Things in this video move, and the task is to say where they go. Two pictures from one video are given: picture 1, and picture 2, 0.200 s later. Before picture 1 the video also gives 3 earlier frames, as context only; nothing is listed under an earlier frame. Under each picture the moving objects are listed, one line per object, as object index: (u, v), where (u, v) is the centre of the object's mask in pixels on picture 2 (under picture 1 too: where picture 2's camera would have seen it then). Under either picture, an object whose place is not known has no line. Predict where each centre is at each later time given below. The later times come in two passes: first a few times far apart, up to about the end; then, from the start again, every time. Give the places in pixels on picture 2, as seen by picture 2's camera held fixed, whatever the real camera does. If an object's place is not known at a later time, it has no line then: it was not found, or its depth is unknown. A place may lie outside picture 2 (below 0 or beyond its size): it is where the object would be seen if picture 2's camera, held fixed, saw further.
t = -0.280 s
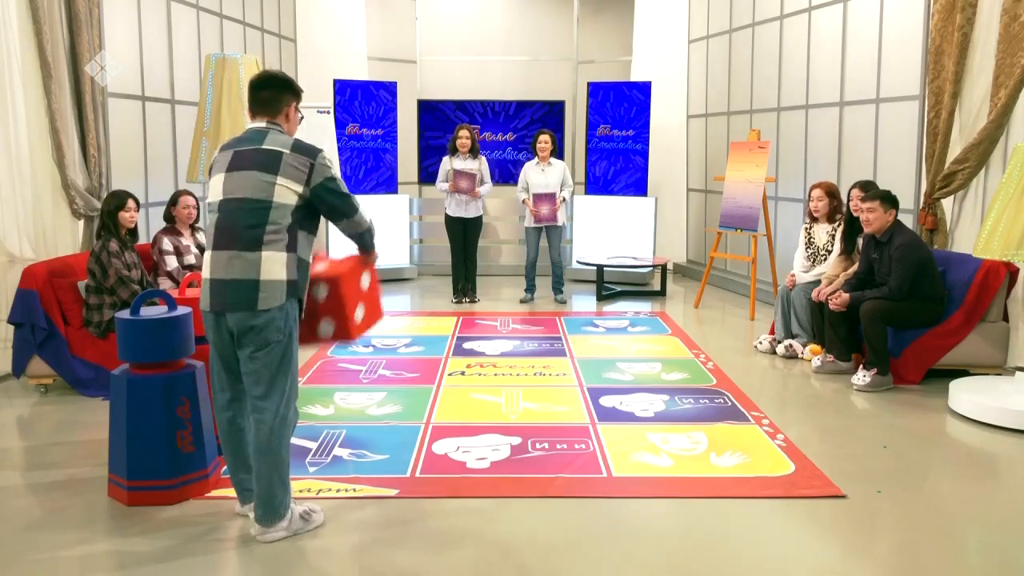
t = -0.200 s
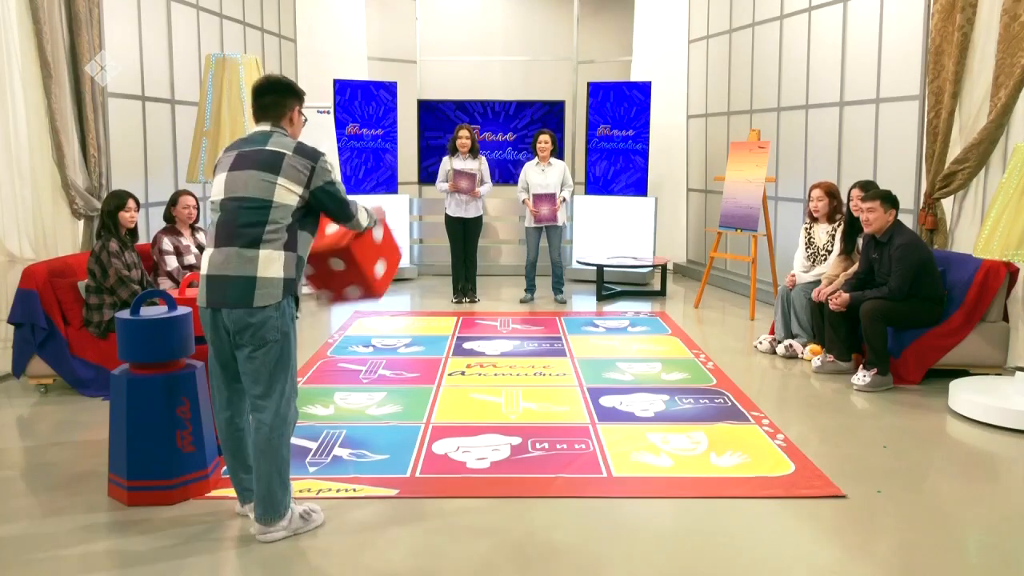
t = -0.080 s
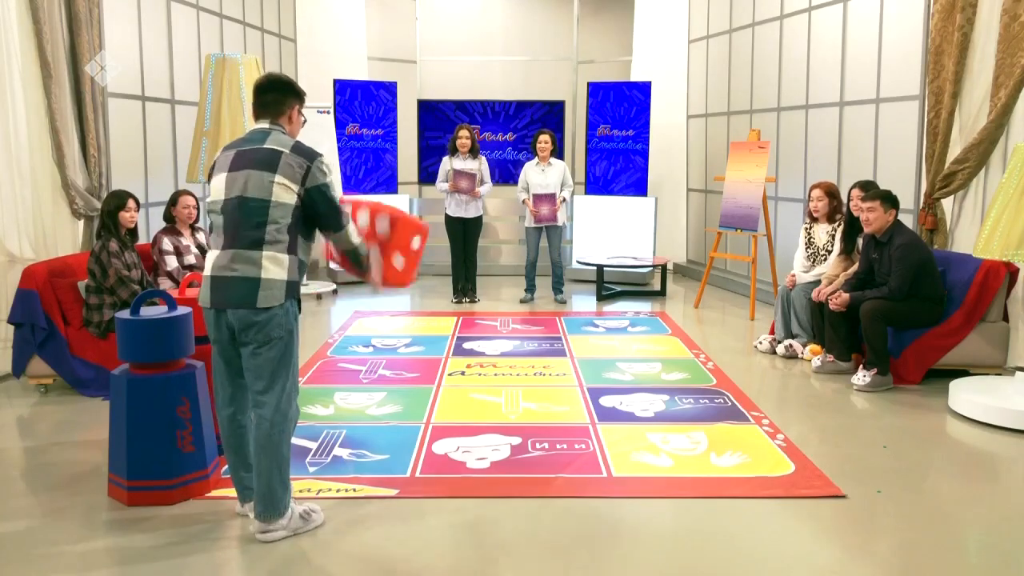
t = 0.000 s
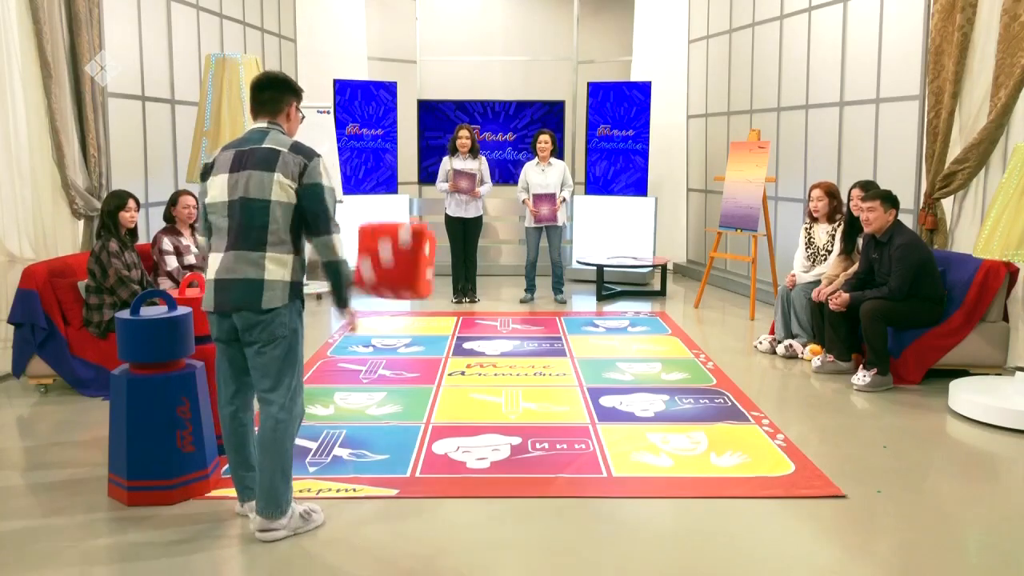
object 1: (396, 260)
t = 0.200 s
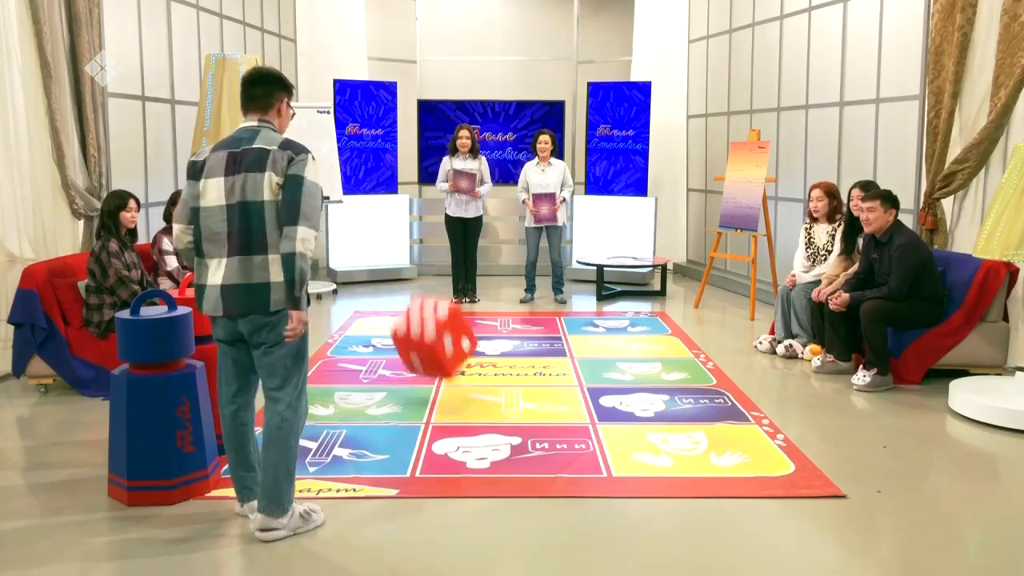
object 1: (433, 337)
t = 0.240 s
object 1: (440, 360)
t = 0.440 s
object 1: (437, 342)
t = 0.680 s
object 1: (422, 339)
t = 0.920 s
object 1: (406, 336)
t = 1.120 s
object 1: (387, 334)
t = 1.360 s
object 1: (368, 331)
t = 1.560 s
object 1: (352, 337)
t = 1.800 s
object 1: (349, 338)
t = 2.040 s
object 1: (349, 339)
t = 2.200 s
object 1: (349, 339)
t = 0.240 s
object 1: (440, 360)
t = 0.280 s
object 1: (444, 367)
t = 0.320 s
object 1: (442, 362)
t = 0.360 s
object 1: (440, 351)
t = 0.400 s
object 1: (439, 345)
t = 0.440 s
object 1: (437, 342)
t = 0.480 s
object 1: (435, 341)
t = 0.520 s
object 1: (433, 341)
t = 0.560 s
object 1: (432, 343)
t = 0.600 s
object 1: (430, 344)
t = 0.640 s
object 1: (426, 342)
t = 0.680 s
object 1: (422, 339)
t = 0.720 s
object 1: (419, 336)
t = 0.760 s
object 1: (416, 334)
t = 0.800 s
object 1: (413, 333)
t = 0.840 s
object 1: (411, 333)
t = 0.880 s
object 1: (408, 334)
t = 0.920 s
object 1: (406, 336)
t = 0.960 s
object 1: (404, 339)
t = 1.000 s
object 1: (400, 339)
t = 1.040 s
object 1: (395, 337)
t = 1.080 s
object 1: (391, 334)
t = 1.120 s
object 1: (387, 334)
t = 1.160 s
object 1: (383, 333)
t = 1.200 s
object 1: (380, 331)
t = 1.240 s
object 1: (377, 330)
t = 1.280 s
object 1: (375, 330)
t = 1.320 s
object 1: (371, 330)
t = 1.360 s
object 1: (368, 331)
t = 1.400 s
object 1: (365, 331)
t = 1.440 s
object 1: (361, 333)
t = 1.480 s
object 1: (358, 336)
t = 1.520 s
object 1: (354, 338)
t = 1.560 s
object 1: (352, 337)
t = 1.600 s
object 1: (350, 336)
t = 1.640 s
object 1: (349, 336)
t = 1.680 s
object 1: (348, 337)
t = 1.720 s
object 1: (348, 338)
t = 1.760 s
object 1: (348, 339)
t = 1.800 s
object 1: (349, 338)
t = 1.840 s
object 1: (349, 339)
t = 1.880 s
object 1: (349, 339)
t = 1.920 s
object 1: (349, 339)
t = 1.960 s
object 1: (349, 339)
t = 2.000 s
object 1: (349, 339)
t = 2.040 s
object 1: (349, 339)
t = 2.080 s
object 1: (349, 339)
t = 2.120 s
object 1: (349, 339)
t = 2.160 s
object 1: (349, 339)
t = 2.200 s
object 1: (349, 339)
